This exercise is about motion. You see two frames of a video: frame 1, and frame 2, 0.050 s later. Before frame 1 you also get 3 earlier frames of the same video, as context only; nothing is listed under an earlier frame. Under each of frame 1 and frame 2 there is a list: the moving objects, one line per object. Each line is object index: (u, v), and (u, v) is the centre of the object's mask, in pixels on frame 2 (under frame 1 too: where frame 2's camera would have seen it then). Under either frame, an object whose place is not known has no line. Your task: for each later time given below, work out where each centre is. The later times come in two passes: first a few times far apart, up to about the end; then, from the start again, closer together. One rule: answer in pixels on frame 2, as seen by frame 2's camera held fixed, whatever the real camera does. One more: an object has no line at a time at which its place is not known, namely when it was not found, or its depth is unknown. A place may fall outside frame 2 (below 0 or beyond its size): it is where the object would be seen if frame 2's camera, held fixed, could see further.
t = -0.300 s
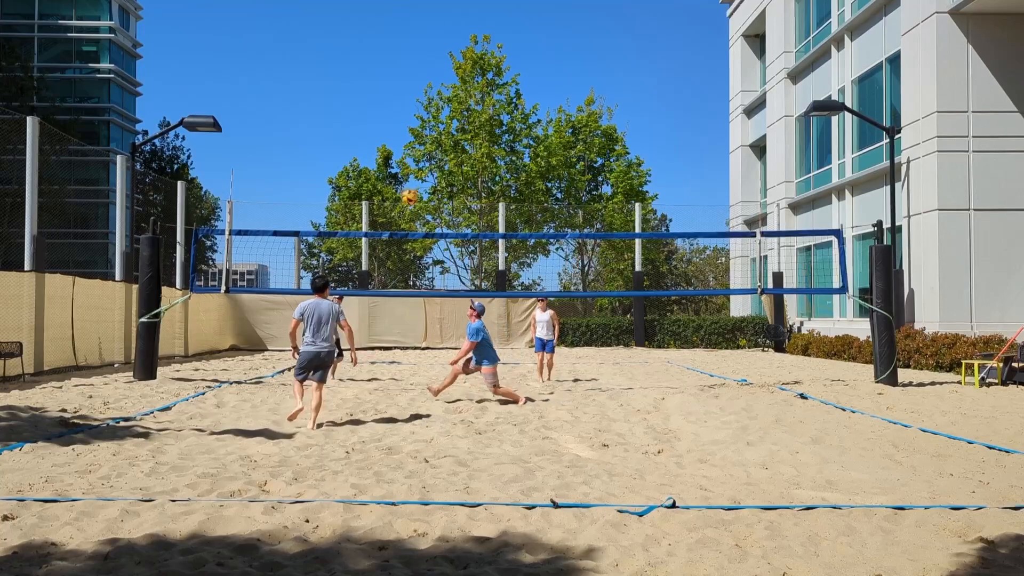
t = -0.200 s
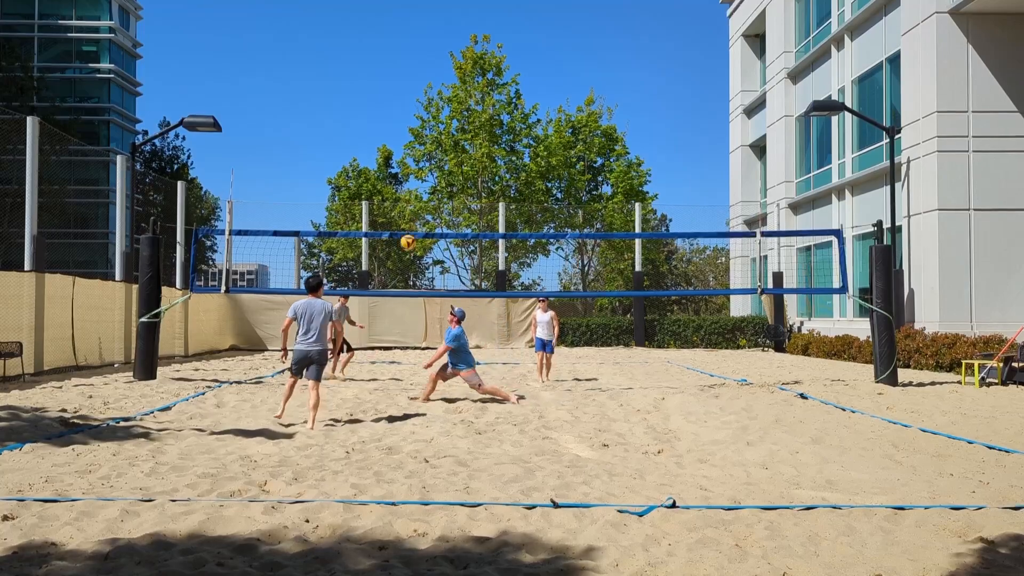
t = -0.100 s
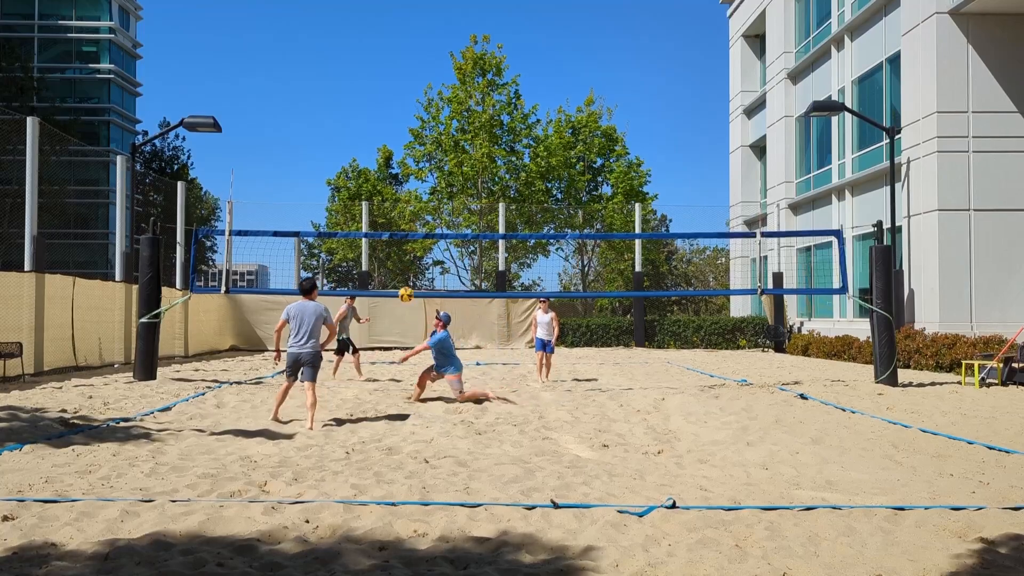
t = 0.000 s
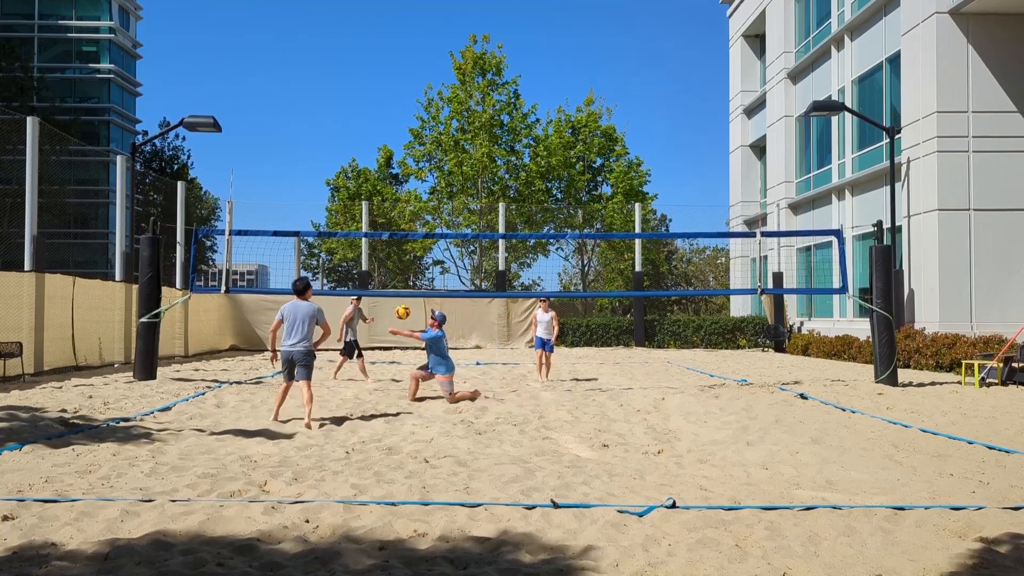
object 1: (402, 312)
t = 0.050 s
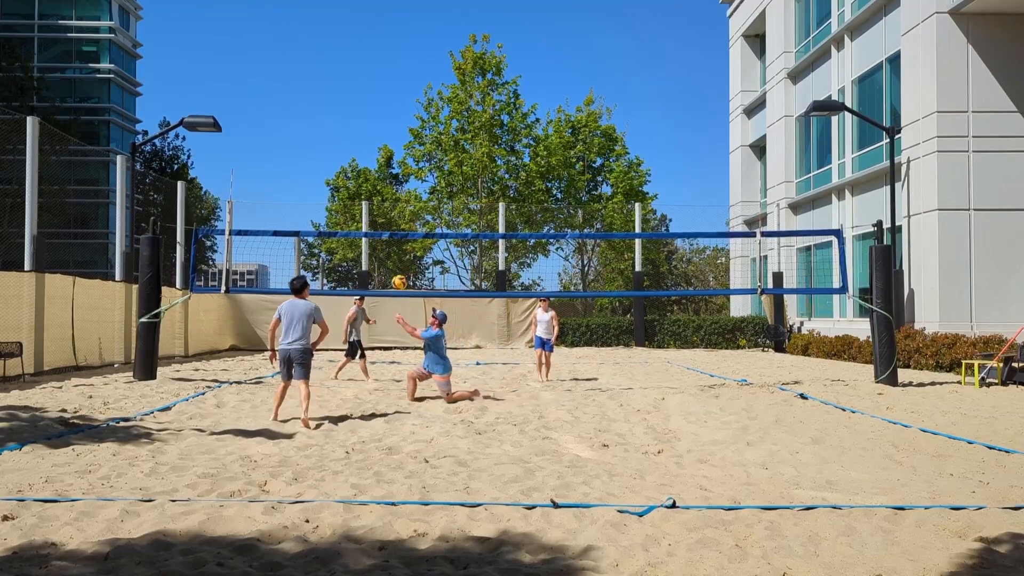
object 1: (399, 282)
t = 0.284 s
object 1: (382, 169)
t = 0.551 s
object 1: (364, 87)
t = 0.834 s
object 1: (342, 56)
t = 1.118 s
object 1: (318, 80)
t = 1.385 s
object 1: (295, 155)
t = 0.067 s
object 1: (398, 273)
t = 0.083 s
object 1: (397, 264)
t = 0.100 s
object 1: (396, 255)
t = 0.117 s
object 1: (395, 246)
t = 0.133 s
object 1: (393, 238)
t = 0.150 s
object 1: (392, 229)
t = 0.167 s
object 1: (391, 221)
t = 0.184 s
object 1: (389, 212)
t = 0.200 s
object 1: (388, 205)
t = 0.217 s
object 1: (387, 198)
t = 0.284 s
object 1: (382, 169)
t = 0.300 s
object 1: (381, 162)
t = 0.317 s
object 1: (380, 155)
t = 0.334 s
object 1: (378, 149)
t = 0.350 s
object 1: (378, 143)
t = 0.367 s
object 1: (377, 137)
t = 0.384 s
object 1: (375, 132)
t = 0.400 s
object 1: (374, 126)
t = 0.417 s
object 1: (373, 121)
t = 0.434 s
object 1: (372, 116)
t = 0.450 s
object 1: (371, 112)
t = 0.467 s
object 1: (370, 107)
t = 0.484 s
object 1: (369, 102)
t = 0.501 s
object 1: (367, 98)
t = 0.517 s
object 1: (366, 94)
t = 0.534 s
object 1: (365, 91)
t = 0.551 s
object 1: (364, 87)
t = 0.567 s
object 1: (362, 84)
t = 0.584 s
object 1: (361, 80)
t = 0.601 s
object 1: (360, 77)
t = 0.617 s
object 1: (359, 75)
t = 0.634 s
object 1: (358, 72)
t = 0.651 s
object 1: (356, 69)
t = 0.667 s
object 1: (355, 67)
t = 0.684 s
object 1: (354, 65)
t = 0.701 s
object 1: (352, 63)
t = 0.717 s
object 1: (351, 61)
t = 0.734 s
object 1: (350, 60)
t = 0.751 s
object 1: (348, 59)
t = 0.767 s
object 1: (347, 58)
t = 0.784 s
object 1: (346, 57)
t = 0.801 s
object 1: (344, 56)
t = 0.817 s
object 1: (343, 56)
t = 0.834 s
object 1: (342, 56)
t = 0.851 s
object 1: (341, 56)
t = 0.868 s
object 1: (339, 56)
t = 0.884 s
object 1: (338, 56)
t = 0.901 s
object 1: (336, 56)
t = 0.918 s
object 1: (335, 57)
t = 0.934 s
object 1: (334, 58)
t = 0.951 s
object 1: (332, 59)
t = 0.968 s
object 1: (331, 60)
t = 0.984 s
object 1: (330, 61)
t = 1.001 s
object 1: (328, 63)
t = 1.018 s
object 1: (327, 65)
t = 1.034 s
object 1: (326, 67)
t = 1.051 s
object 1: (324, 69)
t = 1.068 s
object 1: (323, 72)
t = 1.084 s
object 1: (321, 74)
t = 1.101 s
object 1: (320, 77)
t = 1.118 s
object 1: (318, 80)
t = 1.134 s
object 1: (317, 83)
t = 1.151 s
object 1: (316, 87)
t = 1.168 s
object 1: (314, 90)
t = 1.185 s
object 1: (313, 94)
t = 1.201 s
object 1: (311, 98)
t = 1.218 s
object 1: (310, 102)
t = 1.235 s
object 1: (308, 107)
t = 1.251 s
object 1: (307, 111)
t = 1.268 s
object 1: (306, 116)
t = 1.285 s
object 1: (304, 121)
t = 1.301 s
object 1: (302, 126)
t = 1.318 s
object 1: (301, 131)
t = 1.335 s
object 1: (299, 137)
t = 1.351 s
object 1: (298, 143)
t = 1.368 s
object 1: (297, 148)
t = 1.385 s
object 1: (295, 155)
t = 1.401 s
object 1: (293, 161)
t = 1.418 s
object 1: (292, 167)
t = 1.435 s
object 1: (290, 174)
